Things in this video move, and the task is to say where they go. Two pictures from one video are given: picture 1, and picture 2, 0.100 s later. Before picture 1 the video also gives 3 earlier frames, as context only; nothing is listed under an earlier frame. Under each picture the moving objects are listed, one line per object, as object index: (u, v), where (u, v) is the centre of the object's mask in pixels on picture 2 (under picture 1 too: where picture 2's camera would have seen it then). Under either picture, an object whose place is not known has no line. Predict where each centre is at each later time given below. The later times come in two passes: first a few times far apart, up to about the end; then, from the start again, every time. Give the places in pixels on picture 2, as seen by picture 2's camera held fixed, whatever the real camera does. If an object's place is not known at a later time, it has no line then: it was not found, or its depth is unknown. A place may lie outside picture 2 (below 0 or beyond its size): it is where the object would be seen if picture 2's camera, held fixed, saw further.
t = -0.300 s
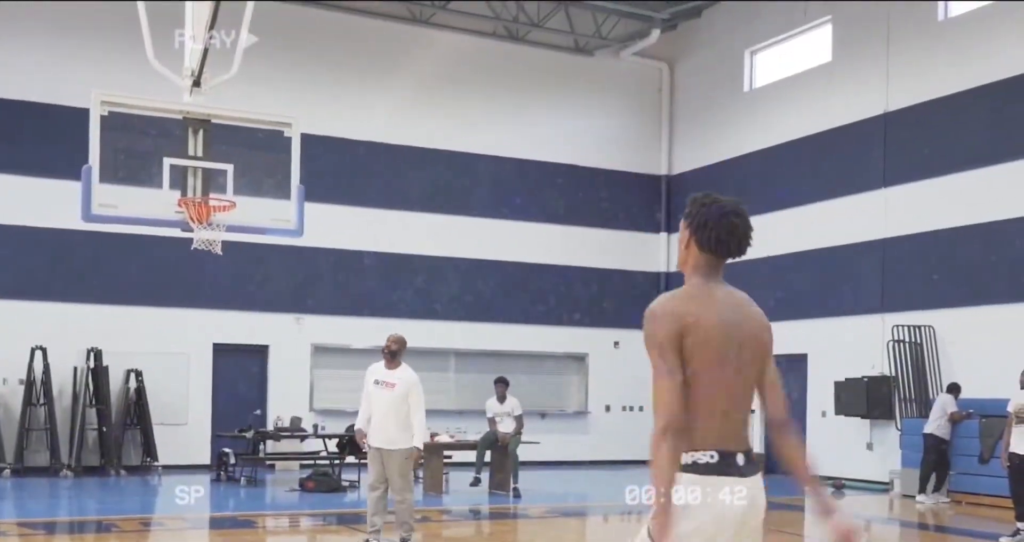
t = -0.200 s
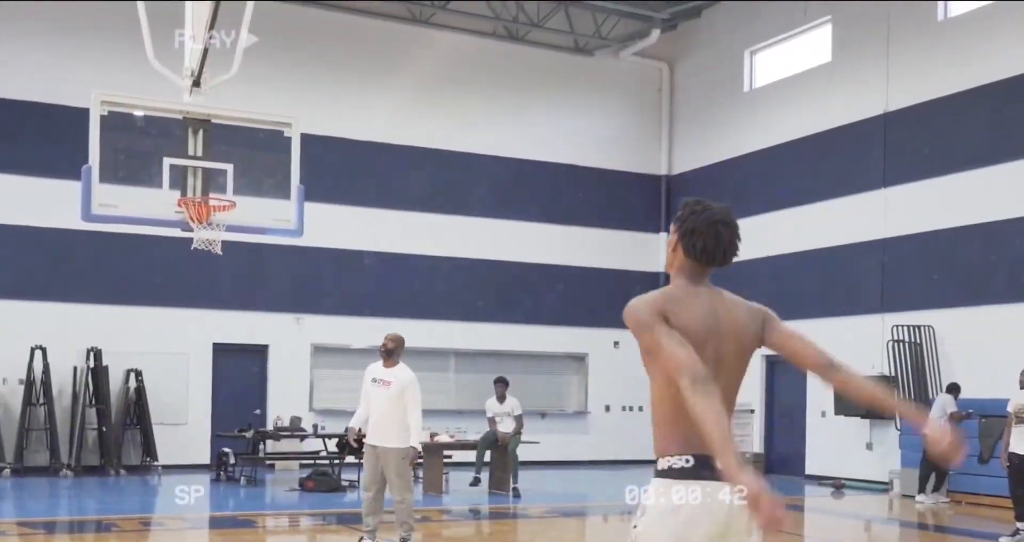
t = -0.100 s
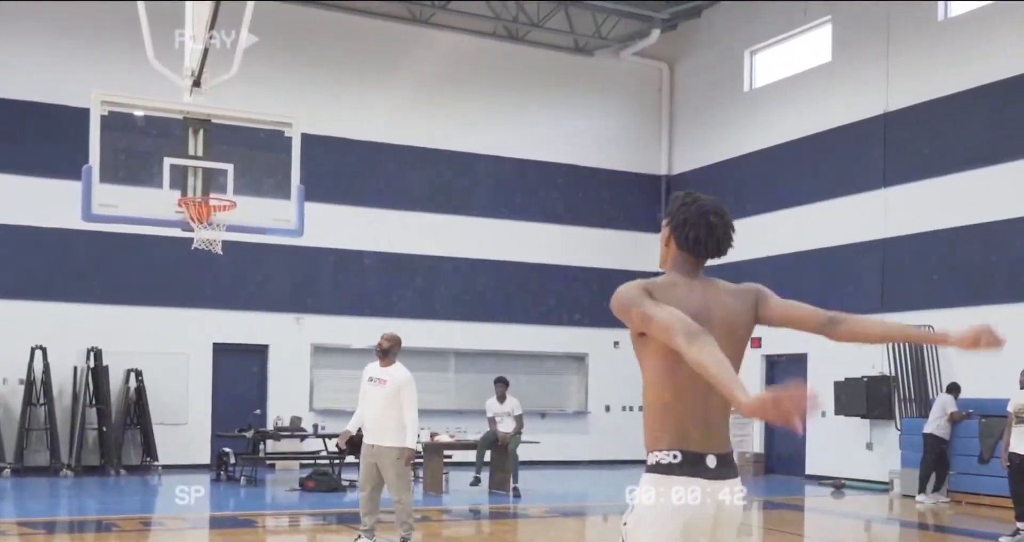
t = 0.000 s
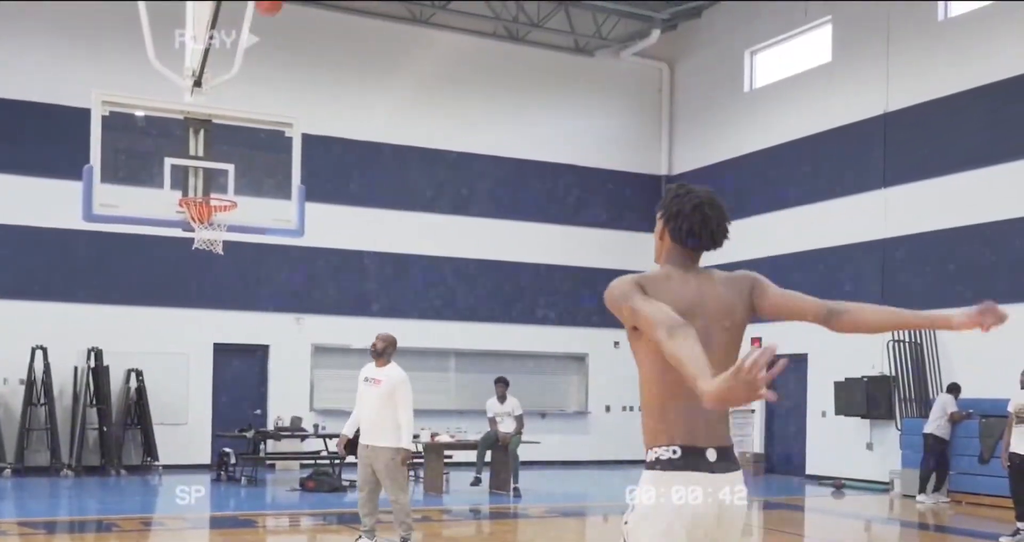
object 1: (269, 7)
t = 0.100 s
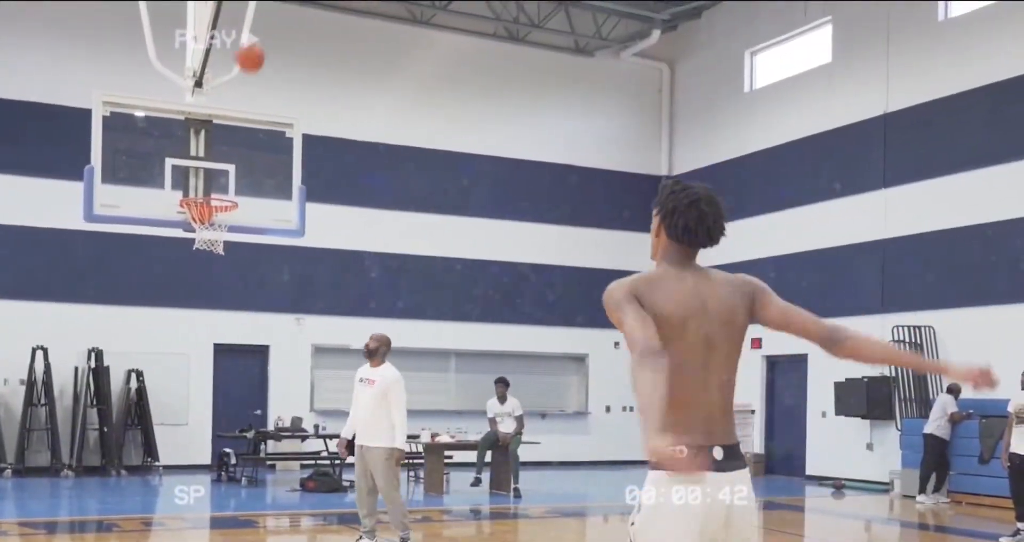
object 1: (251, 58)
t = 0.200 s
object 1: (232, 122)
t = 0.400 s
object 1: (210, 183)
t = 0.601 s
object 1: (269, 142)
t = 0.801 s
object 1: (321, 146)
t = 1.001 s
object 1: (369, 191)
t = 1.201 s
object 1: (414, 275)
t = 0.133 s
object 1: (244, 78)
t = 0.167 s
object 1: (238, 98)
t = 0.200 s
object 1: (232, 122)
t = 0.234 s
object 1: (227, 142)
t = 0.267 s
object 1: (221, 164)
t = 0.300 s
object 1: (216, 187)
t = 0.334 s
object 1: (209, 193)
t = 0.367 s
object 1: (201, 191)
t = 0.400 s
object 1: (210, 183)
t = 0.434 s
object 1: (220, 173)
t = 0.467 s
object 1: (231, 164)
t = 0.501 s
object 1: (241, 157)
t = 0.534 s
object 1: (250, 151)
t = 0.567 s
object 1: (260, 146)
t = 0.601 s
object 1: (269, 142)
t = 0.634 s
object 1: (278, 141)
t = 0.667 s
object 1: (287, 140)
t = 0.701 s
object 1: (296, 140)
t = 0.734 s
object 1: (306, 141)
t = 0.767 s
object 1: (314, 143)
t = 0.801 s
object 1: (321, 146)
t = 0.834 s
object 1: (330, 150)
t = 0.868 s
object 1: (337, 157)
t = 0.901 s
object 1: (346, 164)
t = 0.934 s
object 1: (353, 172)
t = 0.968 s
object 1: (361, 181)
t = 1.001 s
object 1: (369, 191)
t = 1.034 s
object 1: (377, 201)
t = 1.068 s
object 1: (385, 214)
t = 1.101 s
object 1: (393, 229)
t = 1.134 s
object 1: (399, 244)
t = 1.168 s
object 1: (407, 262)
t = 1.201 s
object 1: (414, 275)
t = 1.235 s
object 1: (421, 292)
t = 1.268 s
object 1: (426, 310)
